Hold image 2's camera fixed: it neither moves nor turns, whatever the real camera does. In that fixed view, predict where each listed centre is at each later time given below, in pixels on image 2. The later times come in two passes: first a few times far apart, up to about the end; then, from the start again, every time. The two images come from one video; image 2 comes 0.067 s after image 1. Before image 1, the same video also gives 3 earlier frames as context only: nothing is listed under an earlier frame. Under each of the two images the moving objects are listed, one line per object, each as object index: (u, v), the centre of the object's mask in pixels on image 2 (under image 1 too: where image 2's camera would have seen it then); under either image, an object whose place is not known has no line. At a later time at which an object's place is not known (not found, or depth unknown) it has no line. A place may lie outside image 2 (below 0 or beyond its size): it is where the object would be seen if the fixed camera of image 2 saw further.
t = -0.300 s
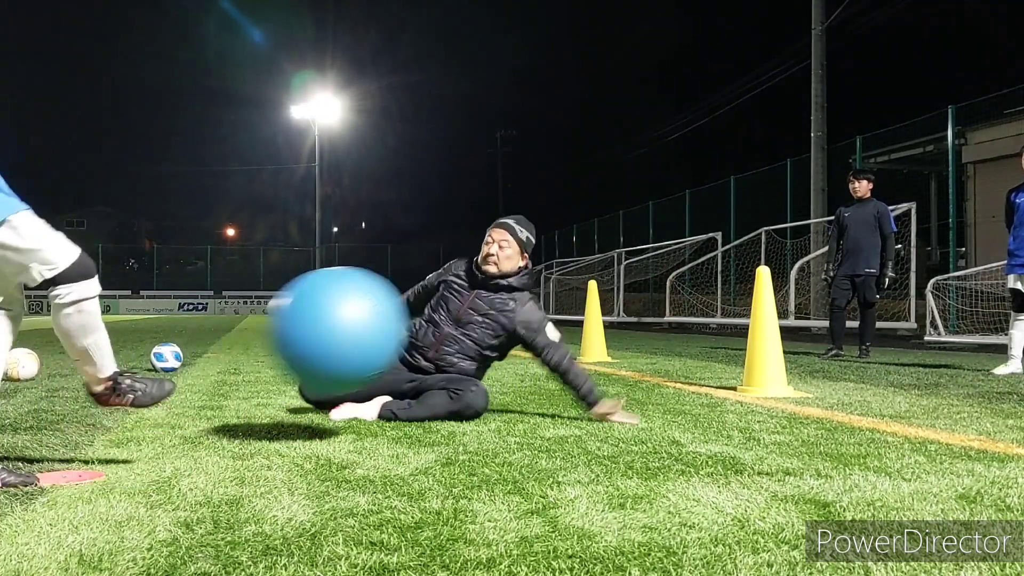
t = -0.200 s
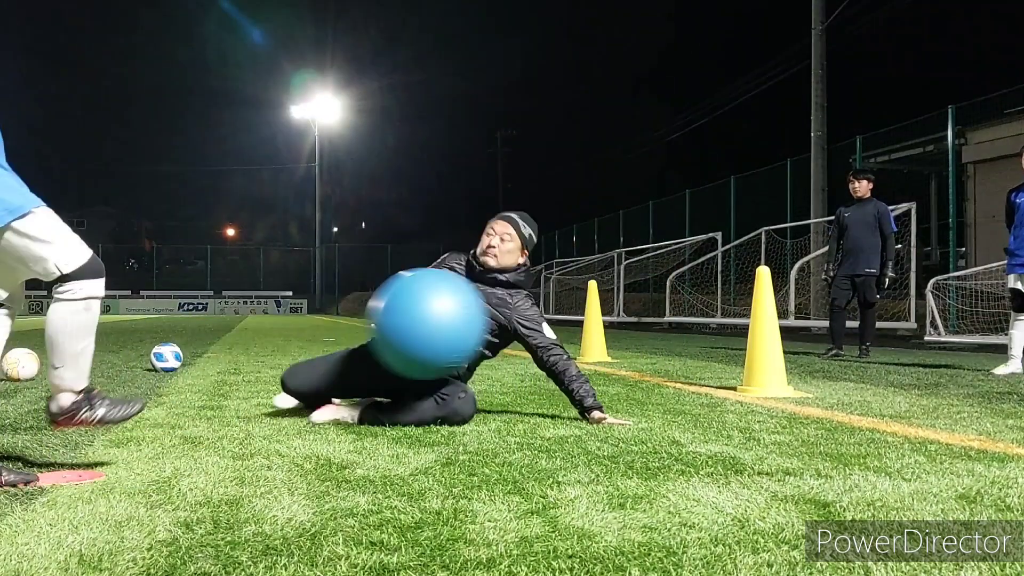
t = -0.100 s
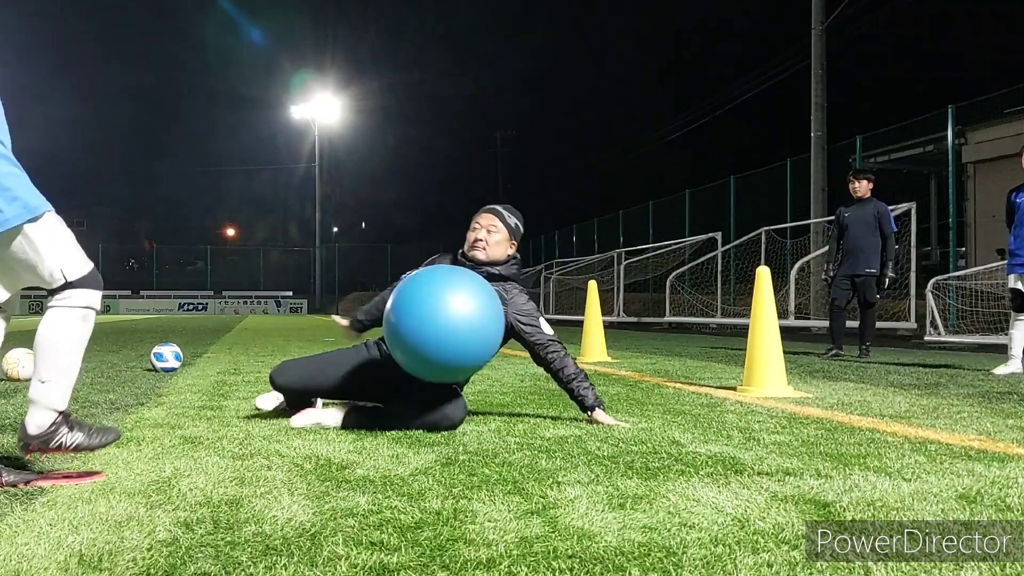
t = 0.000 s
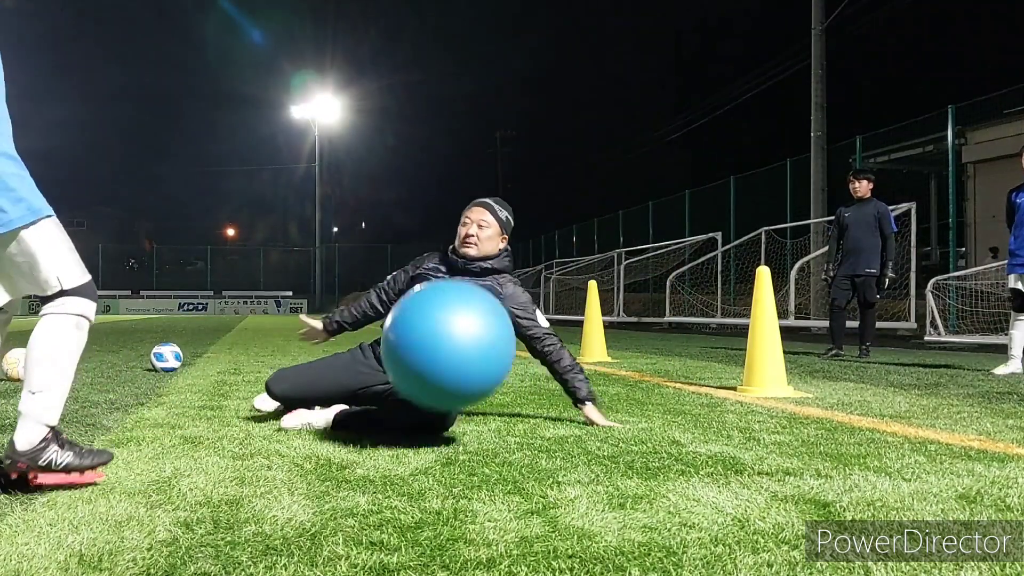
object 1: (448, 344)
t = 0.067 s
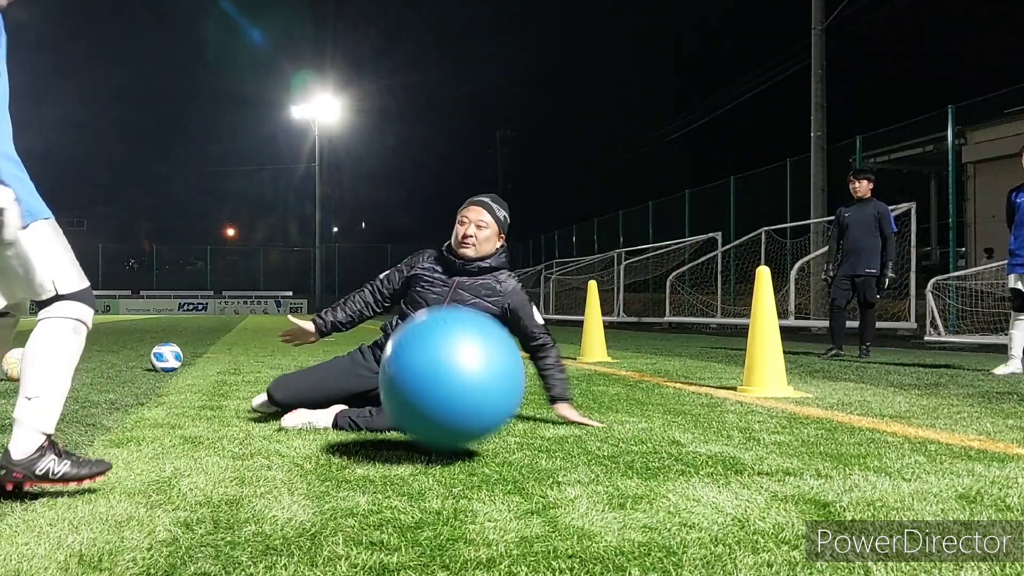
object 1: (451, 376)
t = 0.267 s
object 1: (456, 383)
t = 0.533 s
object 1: (456, 442)
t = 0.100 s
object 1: (453, 399)
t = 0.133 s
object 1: (455, 411)
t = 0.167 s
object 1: (456, 402)
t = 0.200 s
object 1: (456, 393)
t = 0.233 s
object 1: (456, 386)
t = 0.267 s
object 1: (456, 383)
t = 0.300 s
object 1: (456, 382)
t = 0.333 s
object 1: (455, 385)
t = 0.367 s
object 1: (455, 392)
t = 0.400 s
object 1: (455, 403)
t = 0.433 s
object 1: (455, 420)
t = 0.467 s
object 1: (455, 439)
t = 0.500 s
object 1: (456, 445)
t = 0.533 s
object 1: (456, 442)
